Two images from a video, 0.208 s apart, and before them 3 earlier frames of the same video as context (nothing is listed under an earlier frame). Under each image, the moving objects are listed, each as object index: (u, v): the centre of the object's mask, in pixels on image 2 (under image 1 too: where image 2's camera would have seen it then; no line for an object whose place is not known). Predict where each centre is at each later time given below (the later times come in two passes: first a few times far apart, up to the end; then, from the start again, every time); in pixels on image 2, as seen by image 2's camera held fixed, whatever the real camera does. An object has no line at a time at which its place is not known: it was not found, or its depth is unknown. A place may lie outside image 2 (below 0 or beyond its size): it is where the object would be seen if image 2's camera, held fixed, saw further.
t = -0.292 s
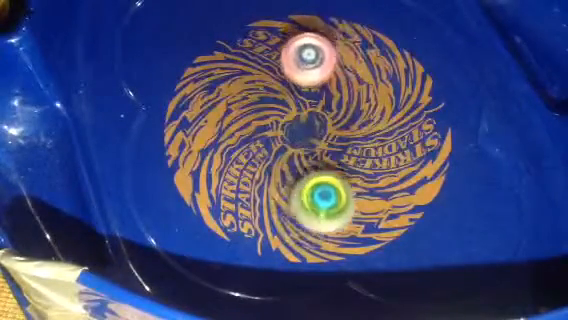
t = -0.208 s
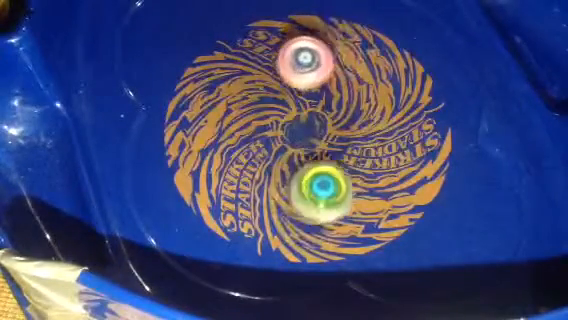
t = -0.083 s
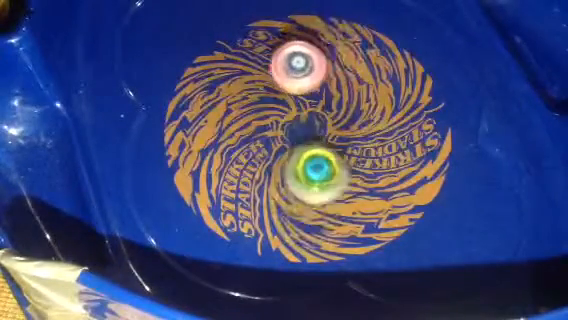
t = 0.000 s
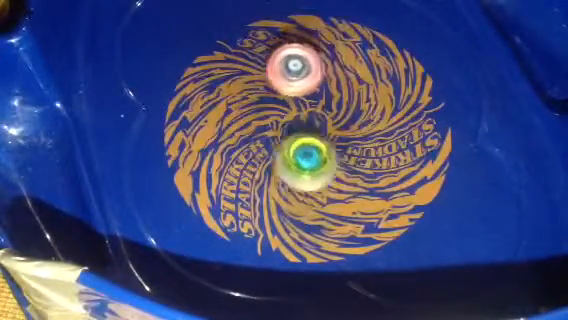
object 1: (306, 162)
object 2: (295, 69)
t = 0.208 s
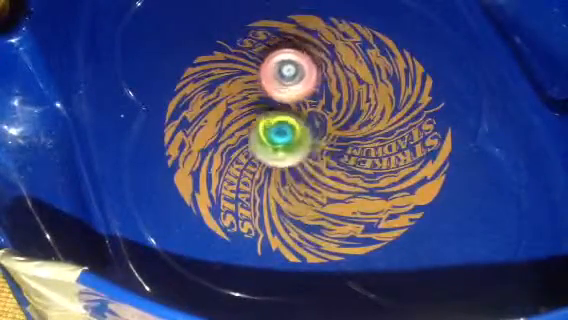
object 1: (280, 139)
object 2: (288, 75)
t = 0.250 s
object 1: (275, 137)
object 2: (288, 76)
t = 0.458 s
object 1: (261, 134)
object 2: (293, 74)
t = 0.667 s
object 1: (250, 128)
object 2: (305, 71)
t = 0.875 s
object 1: (239, 120)
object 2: (317, 68)
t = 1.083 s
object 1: (230, 115)
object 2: (331, 66)
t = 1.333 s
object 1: (228, 114)
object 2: (343, 68)
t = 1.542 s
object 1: (237, 111)
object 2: (350, 69)
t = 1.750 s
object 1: (254, 103)
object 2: (353, 70)
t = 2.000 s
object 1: (273, 85)
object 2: (353, 70)
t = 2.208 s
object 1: (282, 69)
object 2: (349, 70)
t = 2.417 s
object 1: (284, 54)
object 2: (344, 69)
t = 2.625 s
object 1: (274, 46)
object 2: (347, 73)
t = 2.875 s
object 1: (272, 48)
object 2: (345, 73)
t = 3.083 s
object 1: (282, 58)
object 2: (340, 72)
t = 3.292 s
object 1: (270, 58)
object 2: (377, 89)
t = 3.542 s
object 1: (269, 65)
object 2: (397, 120)
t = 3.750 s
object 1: (277, 71)
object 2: (370, 134)
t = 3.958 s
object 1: (298, 79)
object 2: (341, 121)
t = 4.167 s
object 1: (300, 59)
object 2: (336, 131)
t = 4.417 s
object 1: (282, 44)
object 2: (309, 122)
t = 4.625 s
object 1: (275, 50)
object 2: (302, 97)
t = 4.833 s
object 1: (276, 50)
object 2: (322, 111)
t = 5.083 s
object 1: (290, 53)
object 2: (315, 139)
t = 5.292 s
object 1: (306, 58)
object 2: (297, 125)
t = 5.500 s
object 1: (323, 57)
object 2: (312, 108)
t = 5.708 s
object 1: (338, 60)
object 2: (326, 121)
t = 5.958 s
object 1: (355, 63)
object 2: (326, 128)
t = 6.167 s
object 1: (367, 63)
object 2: (317, 124)
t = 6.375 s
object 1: (371, 64)
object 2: (308, 109)
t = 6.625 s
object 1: (368, 70)
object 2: (313, 92)
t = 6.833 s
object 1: (376, 70)
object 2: (306, 102)
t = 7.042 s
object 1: (374, 66)
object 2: (296, 120)
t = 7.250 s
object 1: (365, 66)
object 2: (287, 129)
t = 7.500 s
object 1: (353, 72)
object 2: (291, 127)
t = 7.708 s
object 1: (341, 72)
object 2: (289, 119)
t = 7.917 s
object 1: (329, 75)
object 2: (284, 110)
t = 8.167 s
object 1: (320, 68)
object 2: (290, 113)
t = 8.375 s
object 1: (315, 63)
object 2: (296, 115)
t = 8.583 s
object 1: (312, 59)
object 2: (295, 117)
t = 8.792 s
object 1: (309, 60)
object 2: (301, 115)
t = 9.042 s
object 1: (311, 62)
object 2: (305, 113)
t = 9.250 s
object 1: (315, 61)
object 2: (308, 126)
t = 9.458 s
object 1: (318, 66)
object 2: (310, 127)
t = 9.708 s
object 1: (320, 73)
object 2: (310, 127)
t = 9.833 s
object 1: (319, 72)
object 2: (308, 127)
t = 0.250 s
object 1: (275, 137)
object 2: (288, 76)
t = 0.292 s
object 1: (272, 135)
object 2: (288, 77)
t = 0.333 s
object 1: (269, 134)
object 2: (288, 78)
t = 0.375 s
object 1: (266, 134)
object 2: (290, 77)
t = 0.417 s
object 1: (263, 135)
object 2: (292, 75)
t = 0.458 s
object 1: (261, 134)
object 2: (293, 74)
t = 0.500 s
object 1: (258, 134)
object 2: (296, 73)
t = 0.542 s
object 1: (256, 132)
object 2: (298, 73)
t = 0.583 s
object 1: (254, 131)
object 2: (300, 72)
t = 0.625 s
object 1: (252, 129)
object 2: (303, 71)
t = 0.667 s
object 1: (250, 128)
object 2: (305, 71)
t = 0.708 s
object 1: (247, 126)
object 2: (307, 70)
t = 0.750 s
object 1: (246, 124)
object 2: (309, 70)
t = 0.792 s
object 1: (243, 123)
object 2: (312, 69)
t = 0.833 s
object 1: (241, 121)
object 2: (315, 68)
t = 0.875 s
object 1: (239, 120)
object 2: (317, 68)
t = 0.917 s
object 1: (237, 118)
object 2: (320, 67)
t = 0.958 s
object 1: (235, 118)
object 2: (321, 67)
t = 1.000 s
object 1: (233, 117)
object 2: (325, 67)
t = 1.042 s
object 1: (232, 116)
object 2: (327, 67)
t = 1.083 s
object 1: (230, 115)
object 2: (331, 66)
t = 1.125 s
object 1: (229, 115)
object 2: (333, 66)
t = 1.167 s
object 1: (229, 115)
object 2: (335, 67)
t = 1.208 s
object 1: (228, 115)
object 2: (338, 67)
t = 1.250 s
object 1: (228, 114)
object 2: (339, 68)
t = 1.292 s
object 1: (228, 114)
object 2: (342, 68)
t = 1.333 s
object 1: (228, 114)
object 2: (343, 68)
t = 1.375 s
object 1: (229, 113)
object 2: (345, 68)
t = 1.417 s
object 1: (231, 113)
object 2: (346, 68)
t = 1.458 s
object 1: (233, 113)
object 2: (347, 69)
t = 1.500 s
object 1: (235, 112)
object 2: (349, 69)
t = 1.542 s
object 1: (237, 111)
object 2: (350, 69)
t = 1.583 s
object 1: (240, 110)
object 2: (351, 69)
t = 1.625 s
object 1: (243, 108)
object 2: (352, 69)
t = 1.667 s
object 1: (246, 108)
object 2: (352, 69)
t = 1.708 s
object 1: (250, 106)
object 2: (353, 70)
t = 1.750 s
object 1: (254, 103)
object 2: (353, 70)
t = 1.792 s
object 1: (257, 101)
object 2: (353, 70)
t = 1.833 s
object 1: (262, 99)
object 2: (353, 70)
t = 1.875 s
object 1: (265, 95)
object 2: (353, 70)
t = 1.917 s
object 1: (268, 92)
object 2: (353, 70)
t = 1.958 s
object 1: (270, 88)
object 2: (353, 70)
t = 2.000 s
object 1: (273, 85)
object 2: (353, 70)
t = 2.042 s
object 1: (275, 81)
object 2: (353, 70)
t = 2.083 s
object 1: (277, 79)
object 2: (352, 70)
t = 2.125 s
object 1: (280, 75)
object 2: (351, 70)
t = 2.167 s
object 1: (281, 72)
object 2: (350, 70)
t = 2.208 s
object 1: (282, 69)
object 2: (349, 70)
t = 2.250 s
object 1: (284, 65)
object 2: (348, 70)
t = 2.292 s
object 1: (284, 63)
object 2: (346, 69)
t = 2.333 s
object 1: (285, 60)
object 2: (344, 69)
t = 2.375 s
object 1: (285, 58)
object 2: (344, 69)
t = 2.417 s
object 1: (284, 54)
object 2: (344, 69)
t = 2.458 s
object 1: (281, 52)
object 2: (345, 70)
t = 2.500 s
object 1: (278, 49)
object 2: (346, 71)
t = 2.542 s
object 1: (277, 48)
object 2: (346, 72)
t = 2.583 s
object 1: (275, 47)
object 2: (347, 72)
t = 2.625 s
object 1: (274, 46)
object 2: (347, 73)
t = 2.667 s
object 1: (273, 45)
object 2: (347, 73)
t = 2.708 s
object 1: (272, 46)
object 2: (347, 73)
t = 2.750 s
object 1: (272, 46)
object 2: (346, 73)
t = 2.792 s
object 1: (272, 47)
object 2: (346, 73)
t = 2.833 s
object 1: (272, 47)
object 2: (346, 73)
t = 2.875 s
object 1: (272, 48)
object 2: (345, 73)
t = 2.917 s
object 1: (273, 50)
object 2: (345, 73)
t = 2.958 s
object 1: (274, 52)
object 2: (344, 73)
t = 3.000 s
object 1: (277, 55)
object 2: (343, 73)
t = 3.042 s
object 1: (280, 56)
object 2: (341, 73)
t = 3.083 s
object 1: (282, 58)
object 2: (340, 72)
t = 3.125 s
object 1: (281, 59)
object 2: (345, 75)
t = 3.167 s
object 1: (276, 57)
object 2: (356, 78)
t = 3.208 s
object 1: (273, 57)
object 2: (363, 82)
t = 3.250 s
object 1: (272, 57)
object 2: (370, 86)
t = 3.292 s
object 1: (270, 58)
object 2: (377, 89)
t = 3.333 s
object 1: (269, 58)
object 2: (383, 93)
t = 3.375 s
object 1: (269, 59)
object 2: (388, 98)
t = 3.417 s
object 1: (268, 59)
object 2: (392, 102)
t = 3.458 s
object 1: (268, 61)
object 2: (395, 108)
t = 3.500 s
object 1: (268, 63)
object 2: (397, 114)
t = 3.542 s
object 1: (269, 65)
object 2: (397, 120)
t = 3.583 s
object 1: (270, 66)
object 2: (395, 126)
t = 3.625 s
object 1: (271, 67)
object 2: (390, 130)
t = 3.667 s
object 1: (274, 69)
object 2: (384, 134)
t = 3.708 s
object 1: (275, 71)
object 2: (377, 134)
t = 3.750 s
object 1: (277, 71)
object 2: (370, 134)
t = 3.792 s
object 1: (281, 74)
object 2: (365, 132)
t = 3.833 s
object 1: (284, 75)
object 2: (359, 130)
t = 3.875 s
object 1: (288, 77)
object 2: (354, 126)
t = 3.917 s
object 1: (294, 81)
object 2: (347, 123)
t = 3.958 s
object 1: (298, 79)
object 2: (341, 121)
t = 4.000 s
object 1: (301, 76)
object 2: (341, 122)
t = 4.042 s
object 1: (301, 71)
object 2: (342, 126)
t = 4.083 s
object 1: (302, 67)
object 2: (341, 128)
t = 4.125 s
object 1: (301, 63)
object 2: (339, 130)
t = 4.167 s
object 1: (300, 59)
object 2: (336, 131)
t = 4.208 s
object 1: (299, 55)
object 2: (333, 132)
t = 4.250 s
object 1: (296, 51)
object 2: (329, 131)
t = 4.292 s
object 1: (293, 47)
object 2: (323, 131)
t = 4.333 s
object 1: (290, 45)
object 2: (318, 129)
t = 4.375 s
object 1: (286, 44)
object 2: (313, 125)
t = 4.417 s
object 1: (282, 44)
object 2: (309, 122)
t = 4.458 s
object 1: (280, 44)
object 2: (306, 117)
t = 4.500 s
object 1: (278, 46)
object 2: (303, 112)
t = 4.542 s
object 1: (277, 47)
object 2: (301, 107)
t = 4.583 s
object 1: (276, 49)
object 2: (301, 101)
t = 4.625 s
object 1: (275, 50)
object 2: (302, 97)
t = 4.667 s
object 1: (275, 50)
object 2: (304, 94)
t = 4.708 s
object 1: (276, 50)
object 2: (310, 97)
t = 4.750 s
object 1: (276, 50)
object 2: (315, 101)
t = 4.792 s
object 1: (276, 50)
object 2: (318, 105)
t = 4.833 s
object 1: (276, 50)
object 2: (322, 111)
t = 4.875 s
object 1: (278, 51)
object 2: (324, 116)
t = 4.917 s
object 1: (280, 51)
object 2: (325, 122)
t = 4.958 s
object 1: (282, 52)
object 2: (325, 127)
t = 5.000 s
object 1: (284, 53)
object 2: (323, 132)
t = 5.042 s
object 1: (287, 53)
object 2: (320, 136)
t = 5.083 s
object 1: (290, 53)
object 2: (315, 139)
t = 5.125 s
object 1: (293, 54)
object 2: (309, 140)
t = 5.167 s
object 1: (295, 56)
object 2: (303, 138)
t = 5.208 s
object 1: (298, 56)
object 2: (300, 134)
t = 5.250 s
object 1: (301, 57)
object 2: (297, 129)
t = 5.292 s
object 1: (306, 58)
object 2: (297, 125)
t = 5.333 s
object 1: (308, 58)
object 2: (298, 120)
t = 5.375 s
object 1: (312, 59)
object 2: (300, 115)
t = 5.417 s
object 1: (317, 58)
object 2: (303, 111)
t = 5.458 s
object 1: (320, 58)
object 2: (307, 108)
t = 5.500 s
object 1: (323, 57)
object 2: (312, 108)
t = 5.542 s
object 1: (326, 57)
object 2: (315, 110)
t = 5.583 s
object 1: (329, 58)
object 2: (318, 114)
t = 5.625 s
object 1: (331, 59)
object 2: (322, 116)
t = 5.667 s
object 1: (335, 60)
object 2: (324, 117)
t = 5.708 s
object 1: (338, 60)
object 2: (326, 121)
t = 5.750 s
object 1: (341, 61)
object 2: (327, 123)
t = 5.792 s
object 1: (344, 61)
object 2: (327, 125)
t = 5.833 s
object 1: (347, 62)
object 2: (328, 127)
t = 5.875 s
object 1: (350, 62)
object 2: (327, 128)
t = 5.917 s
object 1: (352, 63)
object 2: (326, 129)
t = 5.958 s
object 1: (355, 63)
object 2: (326, 128)
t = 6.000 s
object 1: (357, 64)
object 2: (323, 128)
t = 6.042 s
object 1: (360, 64)
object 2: (323, 128)
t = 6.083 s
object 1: (362, 64)
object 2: (322, 126)
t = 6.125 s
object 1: (366, 63)
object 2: (319, 125)
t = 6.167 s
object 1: (367, 63)
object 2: (317, 124)
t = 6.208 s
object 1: (368, 63)
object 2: (315, 122)
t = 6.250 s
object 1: (369, 63)
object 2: (313, 119)
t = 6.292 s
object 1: (370, 63)
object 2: (310, 116)
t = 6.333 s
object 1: (370, 63)
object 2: (308, 112)
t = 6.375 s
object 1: (371, 64)
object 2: (308, 109)
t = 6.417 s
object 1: (371, 64)
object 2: (306, 106)
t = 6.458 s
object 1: (371, 64)
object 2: (306, 102)
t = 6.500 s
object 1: (370, 65)
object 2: (306, 99)
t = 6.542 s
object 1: (370, 65)
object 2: (308, 95)
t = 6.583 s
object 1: (369, 67)
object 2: (311, 94)
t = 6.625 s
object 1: (368, 70)
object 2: (313, 92)
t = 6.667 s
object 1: (367, 70)
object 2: (315, 92)
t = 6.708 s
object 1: (368, 71)
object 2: (314, 94)
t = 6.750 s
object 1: (370, 71)
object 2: (310, 98)
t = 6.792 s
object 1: (374, 71)
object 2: (307, 101)
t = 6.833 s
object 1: (376, 70)
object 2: (306, 102)
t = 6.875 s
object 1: (377, 69)
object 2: (303, 106)
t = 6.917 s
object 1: (376, 69)
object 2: (300, 111)
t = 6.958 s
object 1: (376, 67)
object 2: (299, 114)
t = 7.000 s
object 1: (375, 66)
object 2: (297, 116)
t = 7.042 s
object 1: (374, 66)
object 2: (296, 120)
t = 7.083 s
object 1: (373, 66)
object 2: (294, 125)
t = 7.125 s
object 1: (371, 66)
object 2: (291, 127)
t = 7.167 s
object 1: (370, 66)
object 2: (289, 129)
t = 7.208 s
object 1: (366, 66)
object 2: (288, 130)
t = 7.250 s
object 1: (365, 66)
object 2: (287, 129)
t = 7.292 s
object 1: (363, 68)
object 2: (287, 130)
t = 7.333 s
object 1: (361, 69)
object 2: (288, 130)
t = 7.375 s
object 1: (359, 70)
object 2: (289, 129)
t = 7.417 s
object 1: (357, 71)
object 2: (288, 130)
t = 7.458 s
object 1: (355, 71)
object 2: (289, 130)
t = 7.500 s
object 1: (353, 72)
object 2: (291, 127)
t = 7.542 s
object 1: (350, 73)
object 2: (291, 125)
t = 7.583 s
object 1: (347, 73)
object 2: (289, 124)
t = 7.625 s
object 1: (345, 73)
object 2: (290, 124)
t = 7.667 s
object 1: (342, 72)
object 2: (291, 122)
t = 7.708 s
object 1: (341, 72)
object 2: (289, 119)
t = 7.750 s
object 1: (338, 75)
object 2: (287, 116)
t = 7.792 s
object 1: (337, 74)
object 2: (287, 115)
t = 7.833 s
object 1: (334, 72)
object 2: (287, 113)
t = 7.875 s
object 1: (331, 75)
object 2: (285, 110)
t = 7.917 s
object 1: (329, 75)
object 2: (284, 110)
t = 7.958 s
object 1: (327, 75)
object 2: (284, 111)
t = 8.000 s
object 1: (325, 75)
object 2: (285, 112)
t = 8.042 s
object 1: (325, 74)
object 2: (286, 113)
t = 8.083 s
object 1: (323, 72)
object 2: (287, 115)
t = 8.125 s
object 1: (322, 71)
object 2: (288, 115)
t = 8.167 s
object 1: (320, 68)
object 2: (290, 113)
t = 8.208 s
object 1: (318, 68)
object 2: (292, 113)
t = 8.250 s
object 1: (317, 68)
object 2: (293, 113)
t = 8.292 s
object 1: (316, 67)
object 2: (295, 112)
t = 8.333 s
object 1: (316, 65)
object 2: (297, 114)
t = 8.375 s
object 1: (315, 63)
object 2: (296, 115)
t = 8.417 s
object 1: (315, 62)
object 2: (295, 115)
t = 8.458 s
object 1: (314, 62)
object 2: (295, 115)
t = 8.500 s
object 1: (313, 61)
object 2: (295, 116)
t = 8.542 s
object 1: (313, 59)
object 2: (295, 117)
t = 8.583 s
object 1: (312, 59)
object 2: (295, 117)
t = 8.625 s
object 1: (311, 60)
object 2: (297, 118)
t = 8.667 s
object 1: (311, 59)
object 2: (299, 119)
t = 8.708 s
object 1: (311, 60)
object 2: (300, 118)
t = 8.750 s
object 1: (310, 60)
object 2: (302, 118)
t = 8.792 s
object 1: (309, 60)
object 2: (301, 115)
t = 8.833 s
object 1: (310, 60)
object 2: (303, 115)
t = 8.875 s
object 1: (310, 58)
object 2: (304, 114)
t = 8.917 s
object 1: (310, 58)
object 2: (304, 113)
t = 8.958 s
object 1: (310, 62)
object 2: (303, 114)
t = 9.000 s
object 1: (310, 64)
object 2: (304, 113)
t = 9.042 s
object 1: (311, 62)
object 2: (305, 113)
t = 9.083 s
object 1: (312, 62)
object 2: (303, 114)
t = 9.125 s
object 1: (314, 63)
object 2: (301, 117)
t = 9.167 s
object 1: (315, 62)
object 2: (302, 122)
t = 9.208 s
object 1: (315, 61)
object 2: (304, 124)
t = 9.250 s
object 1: (315, 61)
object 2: (308, 126)
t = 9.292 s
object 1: (317, 63)
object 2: (311, 126)
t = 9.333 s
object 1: (318, 63)
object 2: (310, 127)
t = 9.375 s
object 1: (317, 66)
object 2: (308, 127)
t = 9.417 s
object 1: (318, 68)
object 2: (308, 127)
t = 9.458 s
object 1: (318, 66)
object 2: (310, 127)
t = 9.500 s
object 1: (319, 69)
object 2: (310, 127)
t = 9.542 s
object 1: (319, 71)
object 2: (310, 127)
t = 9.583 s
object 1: (320, 71)
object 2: (309, 127)
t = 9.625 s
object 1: (319, 71)
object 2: (308, 127)
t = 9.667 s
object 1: (319, 71)
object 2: (309, 127)
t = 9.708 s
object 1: (320, 73)
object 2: (310, 127)
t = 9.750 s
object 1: (321, 74)
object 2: (310, 127)
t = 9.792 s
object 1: (320, 74)
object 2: (309, 127)
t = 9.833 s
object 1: (319, 72)
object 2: (308, 127)
